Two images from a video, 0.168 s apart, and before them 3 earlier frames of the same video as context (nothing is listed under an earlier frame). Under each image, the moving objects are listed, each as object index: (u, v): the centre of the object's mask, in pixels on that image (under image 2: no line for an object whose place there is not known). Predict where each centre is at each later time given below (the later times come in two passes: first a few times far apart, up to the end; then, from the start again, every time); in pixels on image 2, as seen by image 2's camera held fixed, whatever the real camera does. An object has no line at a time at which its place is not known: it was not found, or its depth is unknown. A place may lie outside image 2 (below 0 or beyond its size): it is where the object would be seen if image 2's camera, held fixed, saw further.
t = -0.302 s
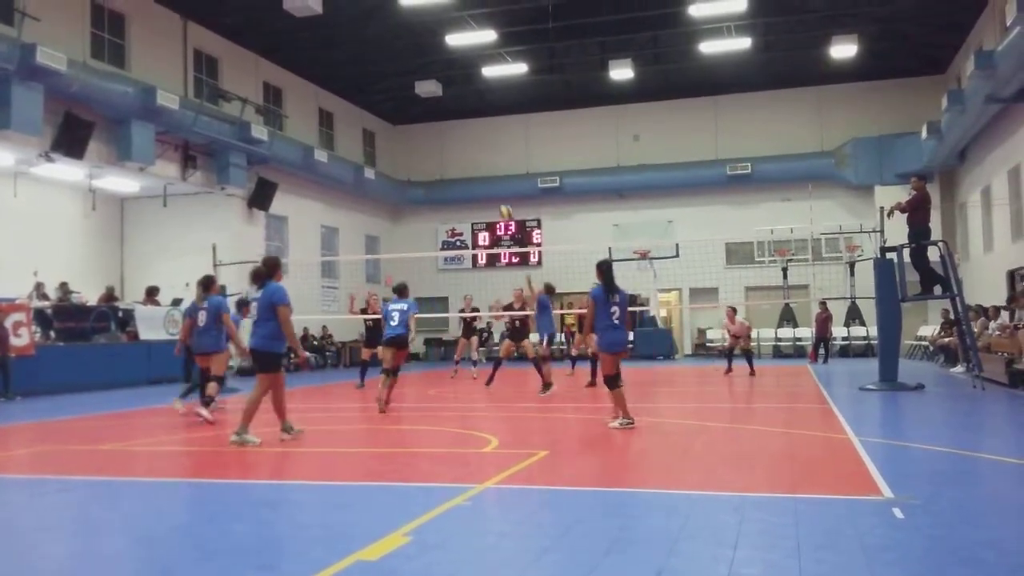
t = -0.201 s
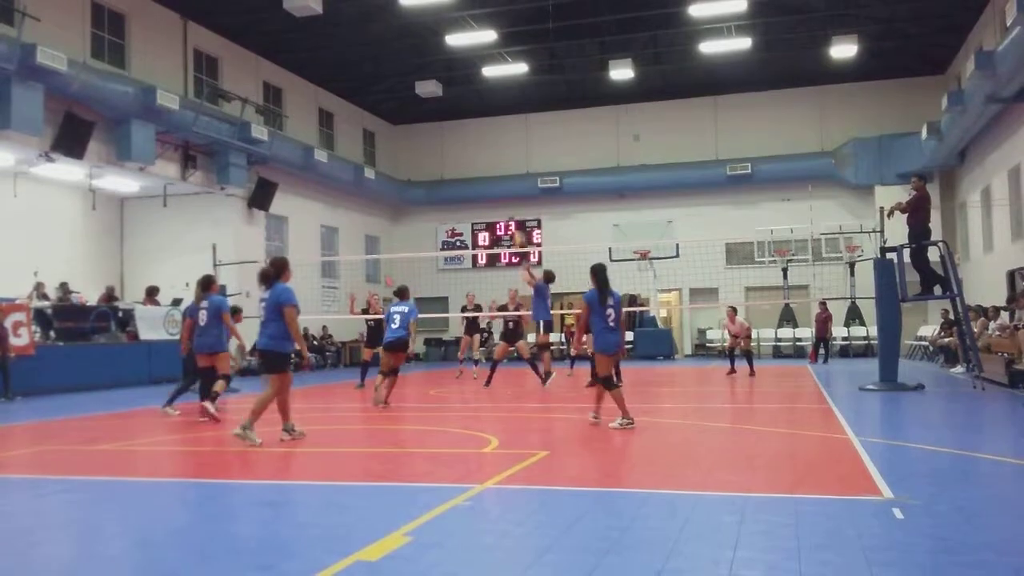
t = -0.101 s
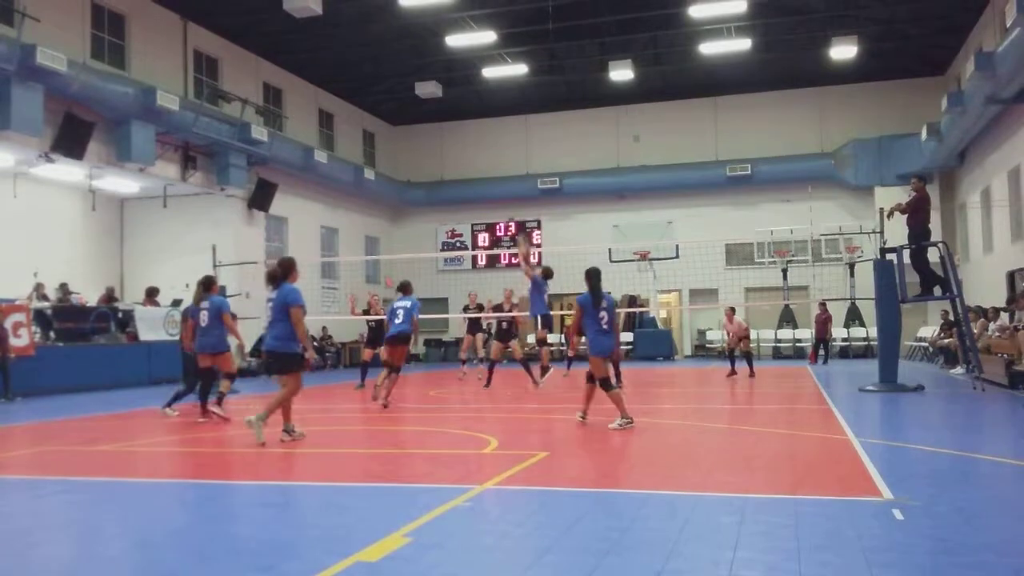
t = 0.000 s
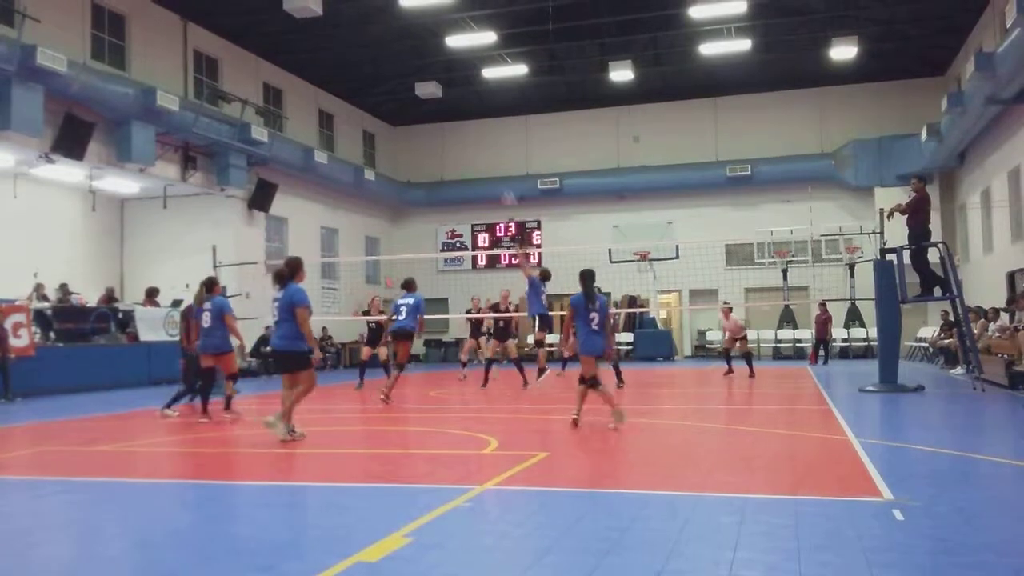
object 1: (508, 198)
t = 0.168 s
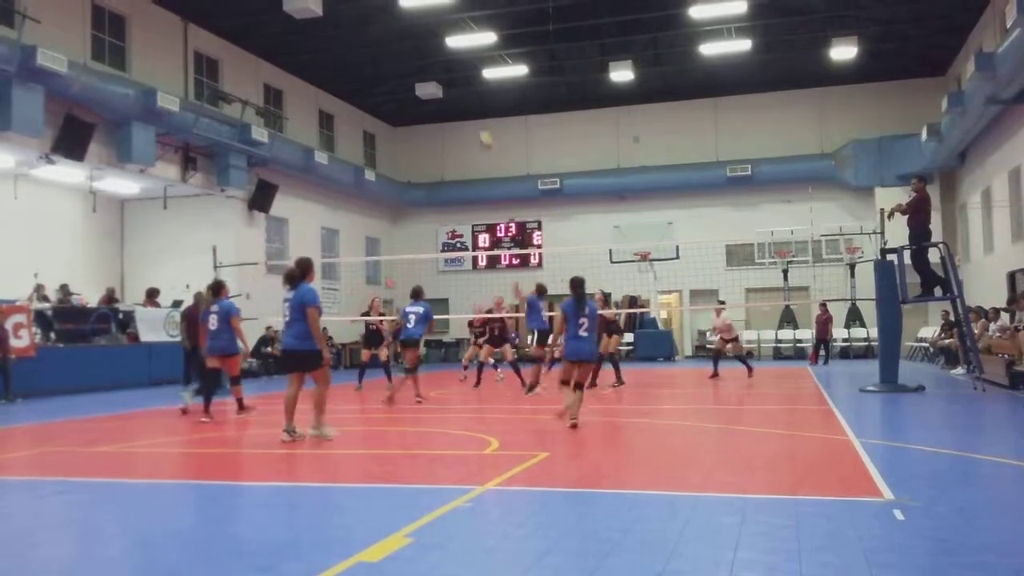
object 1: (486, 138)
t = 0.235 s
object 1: (476, 119)
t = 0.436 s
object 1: (450, 81)
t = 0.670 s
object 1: (420, 69)
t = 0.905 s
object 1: (392, 90)
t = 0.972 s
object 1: (384, 103)
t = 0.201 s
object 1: (480, 129)
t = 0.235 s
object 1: (476, 119)
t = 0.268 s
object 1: (471, 112)
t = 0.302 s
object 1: (467, 105)
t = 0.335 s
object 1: (463, 98)
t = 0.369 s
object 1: (458, 92)
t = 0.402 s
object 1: (454, 86)
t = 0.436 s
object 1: (450, 81)
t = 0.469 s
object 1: (445, 78)
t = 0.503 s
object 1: (441, 74)
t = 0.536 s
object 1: (437, 72)
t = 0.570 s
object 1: (433, 70)
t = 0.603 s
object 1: (428, 68)
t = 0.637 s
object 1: (424, 68)
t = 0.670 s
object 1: (420, 69)
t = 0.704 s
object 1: (416, 70)
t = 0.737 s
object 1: (412, 72)
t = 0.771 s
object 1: (408, 74)
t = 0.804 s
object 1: (404, 77)
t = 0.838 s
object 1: (400, 81)
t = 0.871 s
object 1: (396, 85)
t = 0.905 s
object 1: (392, 90)
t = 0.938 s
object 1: (388, 96)
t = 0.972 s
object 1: (384, 103)
